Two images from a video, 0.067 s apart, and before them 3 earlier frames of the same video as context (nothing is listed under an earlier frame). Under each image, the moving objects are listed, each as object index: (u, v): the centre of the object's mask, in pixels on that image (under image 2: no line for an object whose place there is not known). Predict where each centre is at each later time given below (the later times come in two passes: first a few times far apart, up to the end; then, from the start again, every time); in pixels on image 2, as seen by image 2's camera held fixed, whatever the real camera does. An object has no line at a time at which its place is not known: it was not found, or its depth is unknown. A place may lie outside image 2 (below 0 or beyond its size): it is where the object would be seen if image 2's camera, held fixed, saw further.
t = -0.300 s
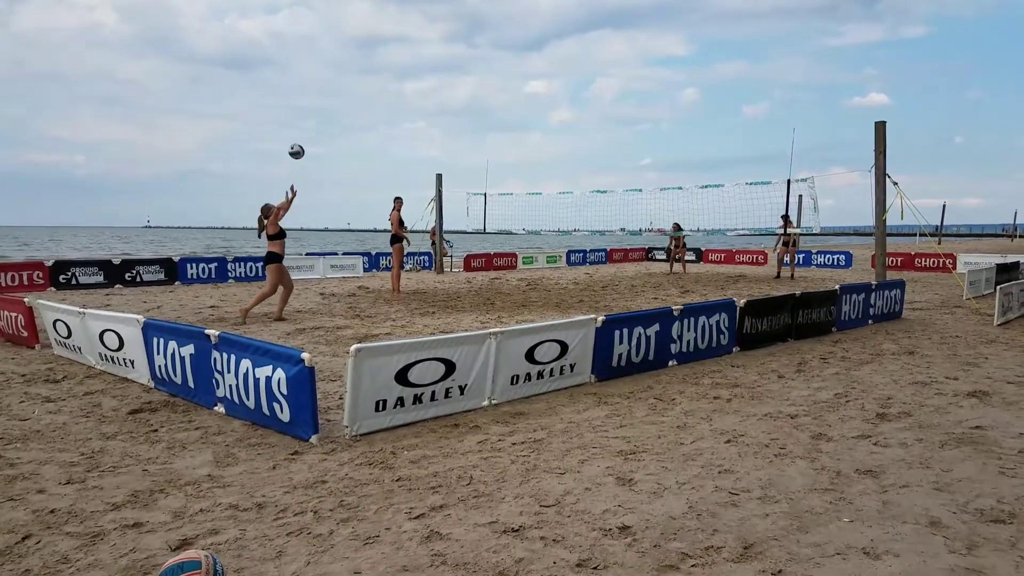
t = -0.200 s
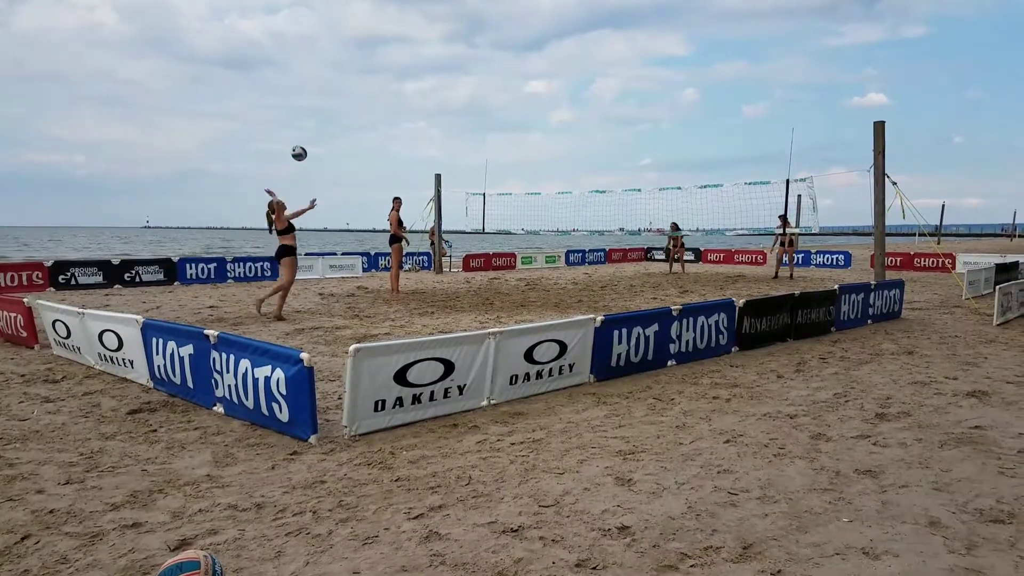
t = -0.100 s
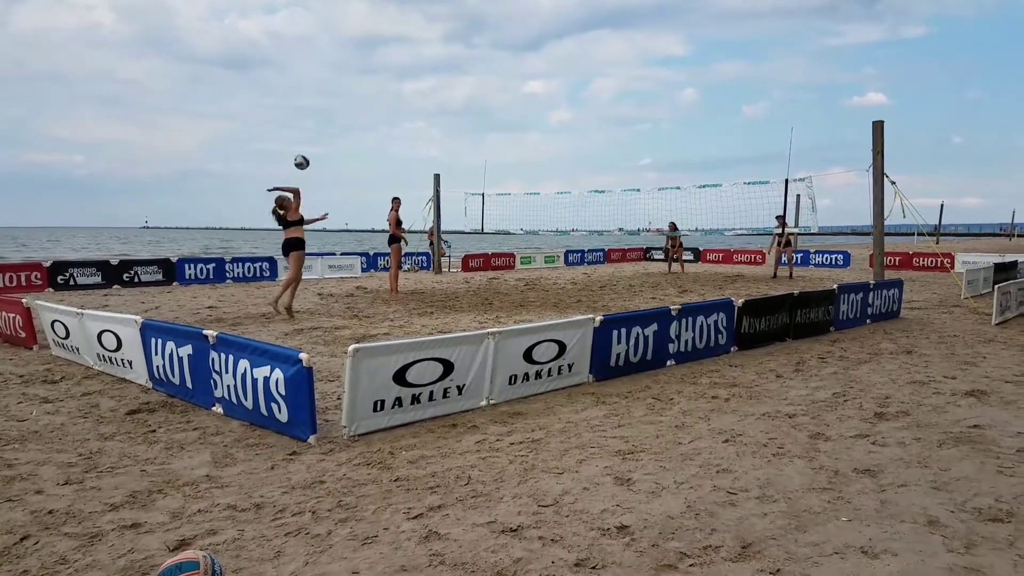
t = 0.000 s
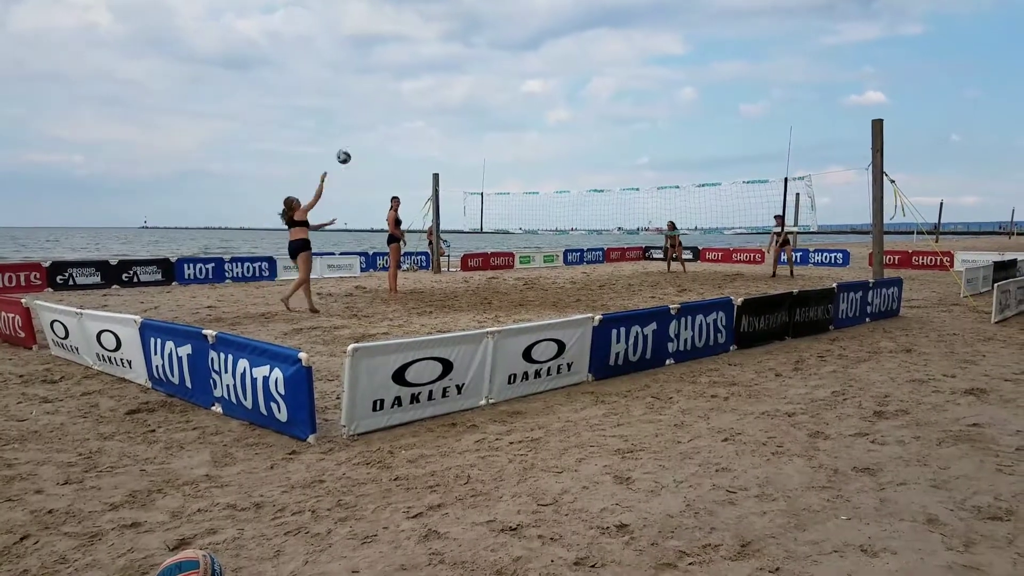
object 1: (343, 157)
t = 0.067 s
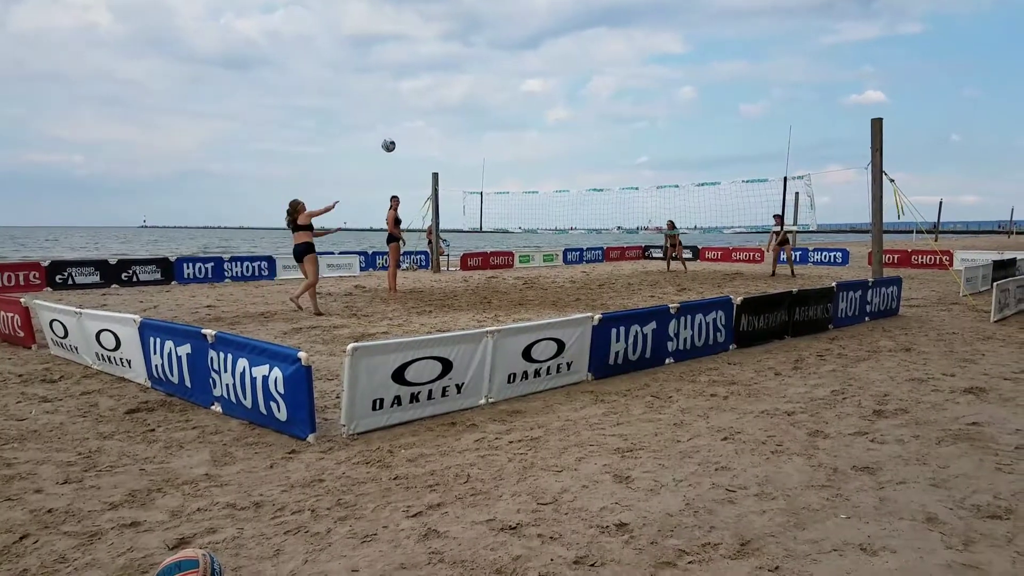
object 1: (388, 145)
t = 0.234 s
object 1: (478, 134)
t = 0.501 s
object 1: (577, 150)
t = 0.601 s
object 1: (606, 161)
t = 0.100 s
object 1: (409, 141)
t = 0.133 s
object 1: (428, 138)
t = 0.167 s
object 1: (446, 136)
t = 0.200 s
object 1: (463, 135)
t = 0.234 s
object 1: (478, 134)
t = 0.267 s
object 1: (493, 134)
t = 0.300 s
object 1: (507, 135)
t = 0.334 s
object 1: (521, 136)
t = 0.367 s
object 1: (533, 138)
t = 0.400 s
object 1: (545, 141)
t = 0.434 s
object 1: (556, 144)
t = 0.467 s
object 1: (567, 146)
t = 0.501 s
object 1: (577, 150)
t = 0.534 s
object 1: (587, 154)
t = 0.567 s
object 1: (597, 158)
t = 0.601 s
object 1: (606, 161)
